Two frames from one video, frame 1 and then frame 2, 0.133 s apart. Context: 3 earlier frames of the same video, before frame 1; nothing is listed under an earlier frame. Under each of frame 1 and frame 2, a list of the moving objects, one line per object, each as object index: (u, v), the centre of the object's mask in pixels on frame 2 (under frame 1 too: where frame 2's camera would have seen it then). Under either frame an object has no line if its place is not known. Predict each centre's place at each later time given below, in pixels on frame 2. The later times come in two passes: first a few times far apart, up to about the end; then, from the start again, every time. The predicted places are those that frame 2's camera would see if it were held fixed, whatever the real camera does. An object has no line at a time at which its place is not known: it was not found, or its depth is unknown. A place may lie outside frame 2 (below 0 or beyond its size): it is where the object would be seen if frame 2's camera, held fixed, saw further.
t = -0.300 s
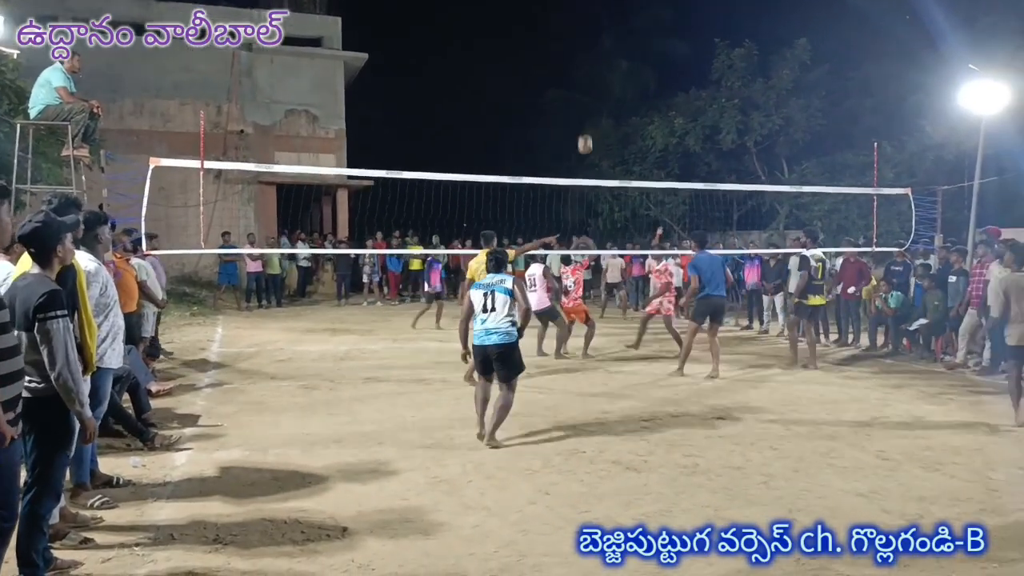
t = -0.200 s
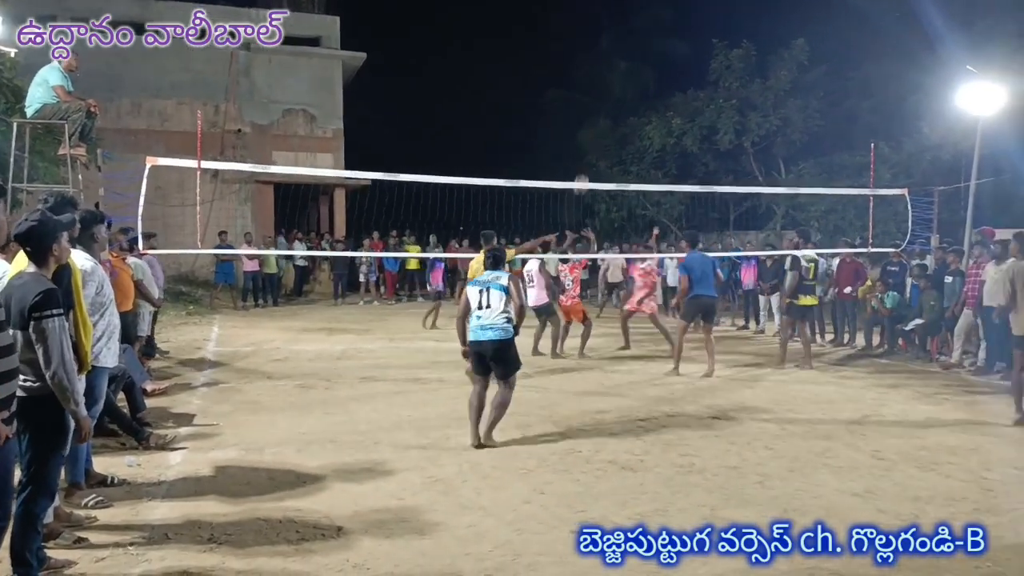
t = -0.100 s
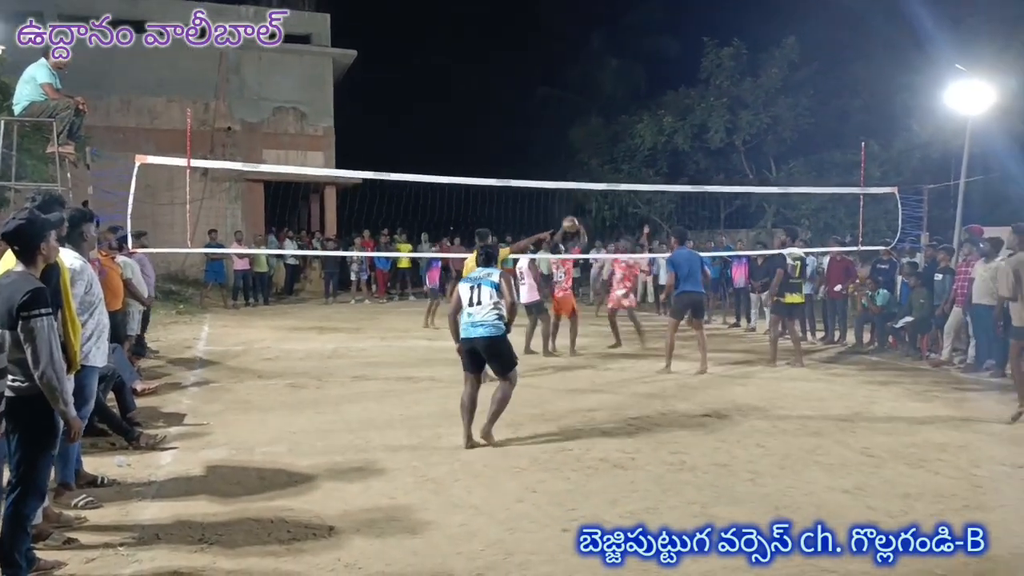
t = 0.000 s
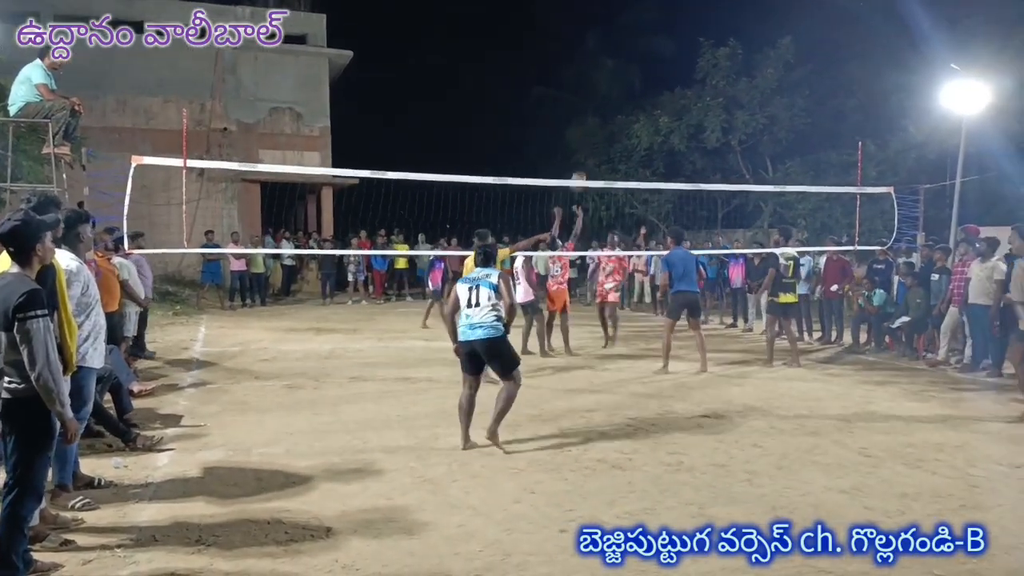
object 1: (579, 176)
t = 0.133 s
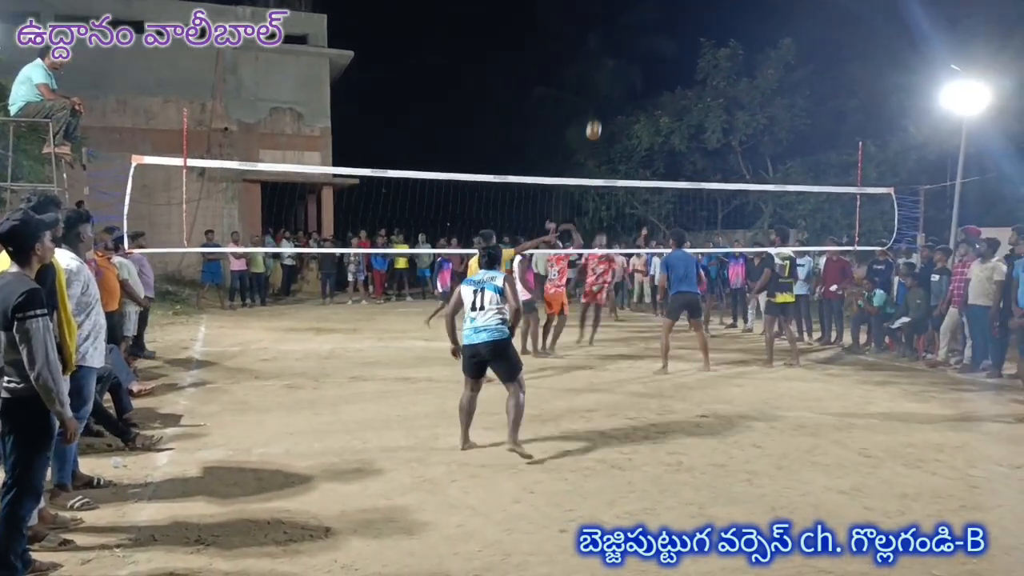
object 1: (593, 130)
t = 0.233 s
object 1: (605, 98)
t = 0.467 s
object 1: (631, 53)
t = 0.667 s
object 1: (653, 44)
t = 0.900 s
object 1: (678, 69)
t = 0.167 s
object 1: (597, 118)
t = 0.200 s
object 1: (601, 108)
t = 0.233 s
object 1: (605, 98)
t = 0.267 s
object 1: (608, 89)
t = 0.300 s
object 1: (612, 81)
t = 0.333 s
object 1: (616, 74)
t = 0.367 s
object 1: (620, 67)
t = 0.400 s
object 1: (624, 61)
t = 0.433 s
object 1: (628, 57)
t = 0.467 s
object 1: (631, 53)
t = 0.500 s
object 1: (635, 49)
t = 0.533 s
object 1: (639, 46)
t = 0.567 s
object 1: (643, 45)
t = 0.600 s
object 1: (647, 44)
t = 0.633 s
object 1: (650, 43)
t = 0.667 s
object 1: (653, 44)
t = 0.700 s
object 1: (658, 45)
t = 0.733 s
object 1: (661, 47)
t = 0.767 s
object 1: (665, 50)
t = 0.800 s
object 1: (668, 54)
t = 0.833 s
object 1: (672, 58)
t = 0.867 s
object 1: (675, 64)
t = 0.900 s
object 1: (678, 69)
